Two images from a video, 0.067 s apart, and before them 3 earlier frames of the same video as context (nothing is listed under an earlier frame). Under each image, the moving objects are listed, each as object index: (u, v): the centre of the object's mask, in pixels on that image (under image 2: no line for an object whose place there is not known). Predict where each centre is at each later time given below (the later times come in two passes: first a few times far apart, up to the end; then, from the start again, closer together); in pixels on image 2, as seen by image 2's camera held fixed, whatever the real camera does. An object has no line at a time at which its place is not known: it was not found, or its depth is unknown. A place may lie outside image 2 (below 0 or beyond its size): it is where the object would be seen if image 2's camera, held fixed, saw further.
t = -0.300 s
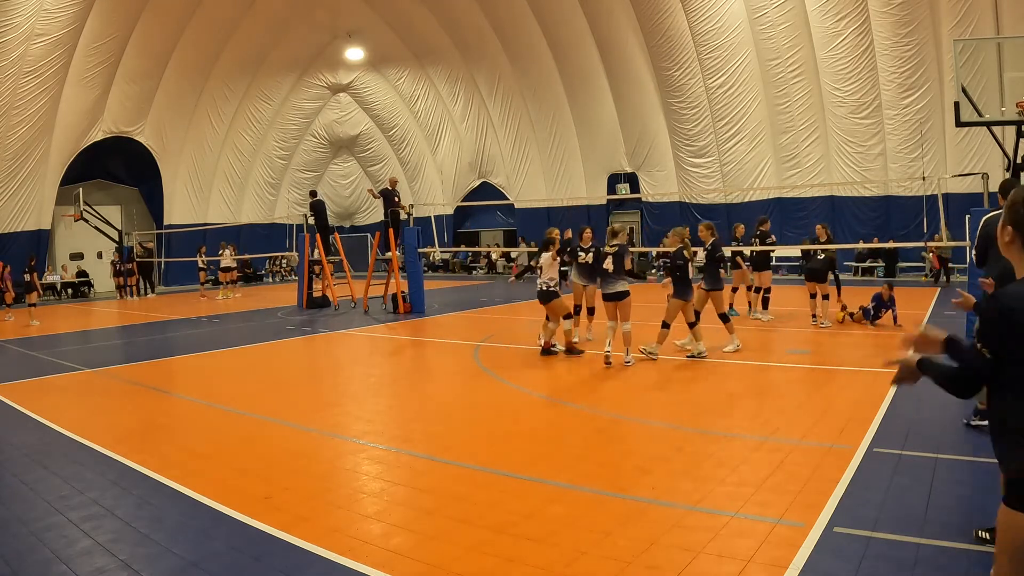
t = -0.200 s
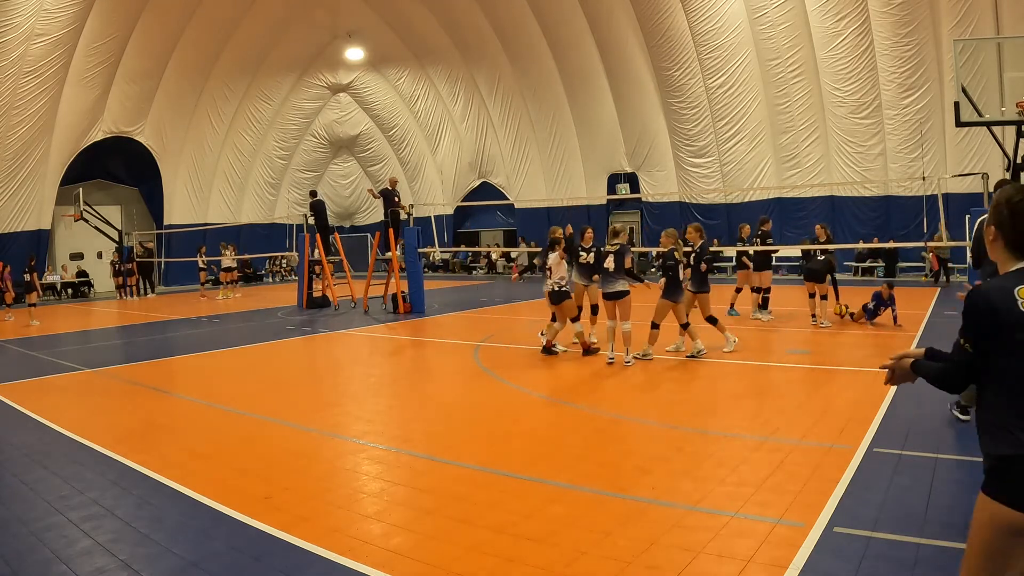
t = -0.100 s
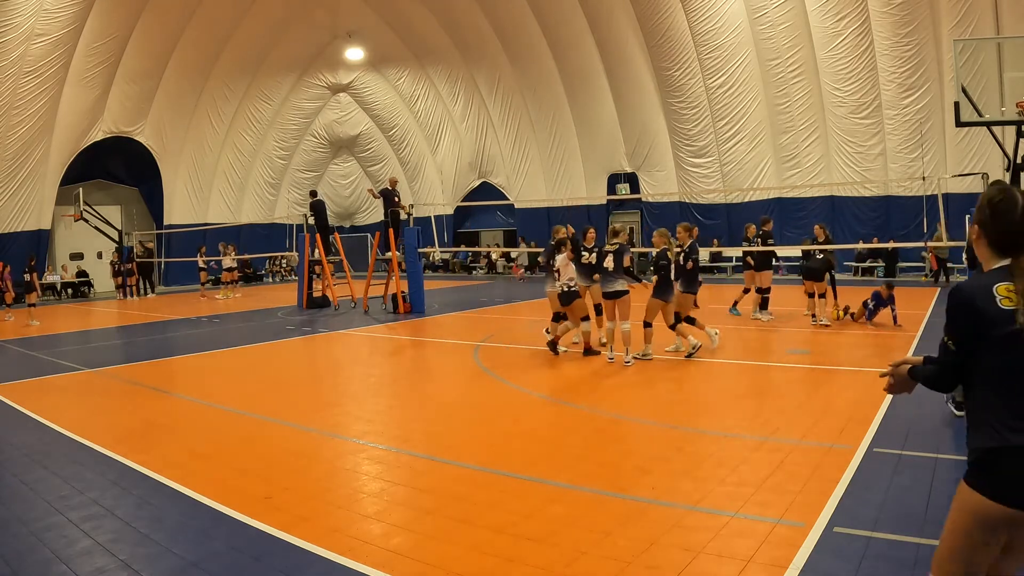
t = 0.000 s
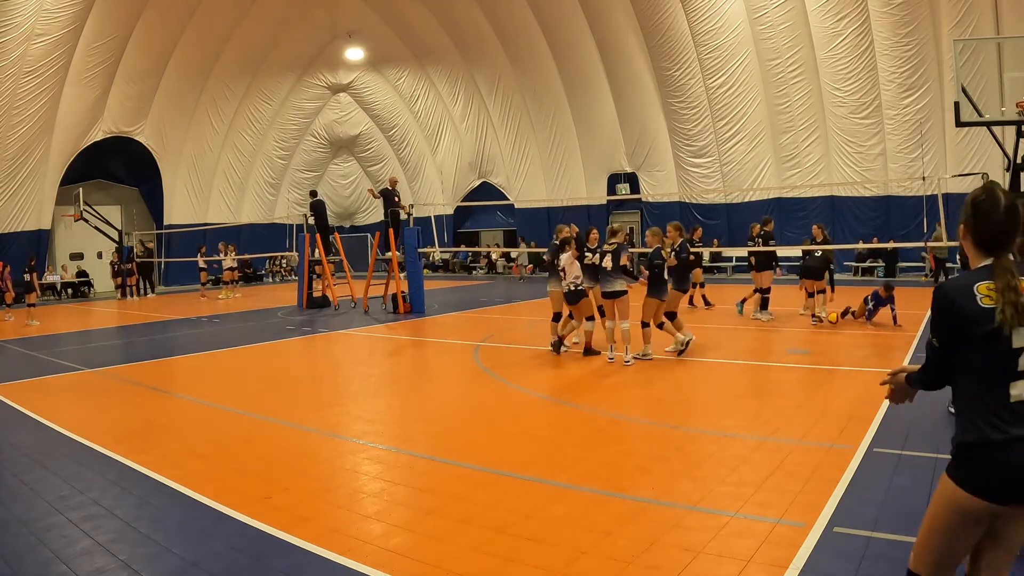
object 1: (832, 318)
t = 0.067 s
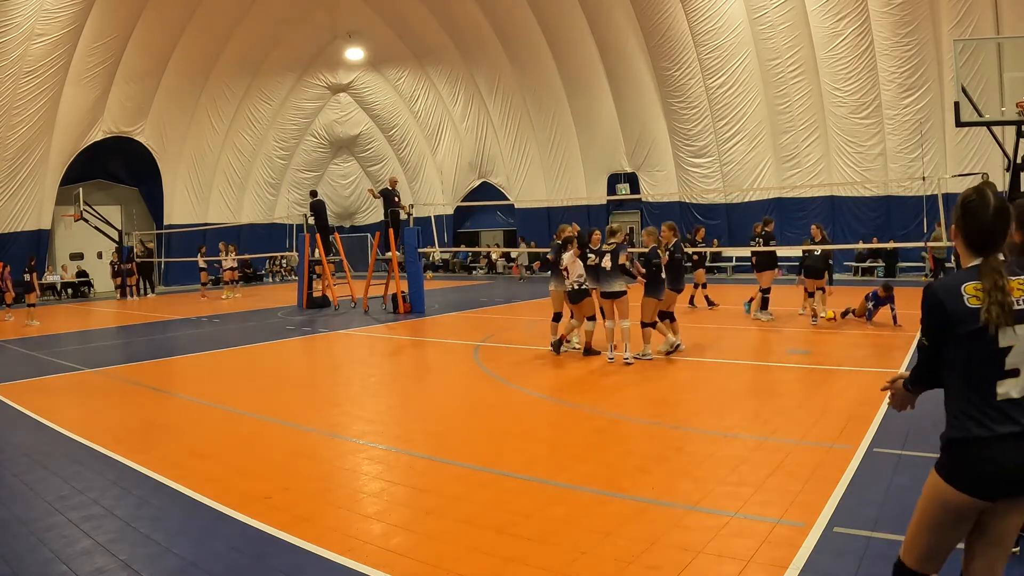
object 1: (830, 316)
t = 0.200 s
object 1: (827, 322)
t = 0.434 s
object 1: (819, 326)
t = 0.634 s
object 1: (810, 331)
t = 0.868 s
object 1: (799, 339)
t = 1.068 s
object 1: (793, 343)
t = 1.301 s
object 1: (784, 350)
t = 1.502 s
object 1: (774, 355)
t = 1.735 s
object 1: (761, 363)
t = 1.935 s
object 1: (750, 369)
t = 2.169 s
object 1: (736, 379)
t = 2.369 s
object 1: (723, 387)
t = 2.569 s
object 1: (709, 395)
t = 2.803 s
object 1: (690, 407)
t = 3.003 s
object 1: (673, 419)
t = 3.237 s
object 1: (650, 433)
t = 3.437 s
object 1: (629, 446)
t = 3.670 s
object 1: (601, 464)
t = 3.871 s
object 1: (574, 481)
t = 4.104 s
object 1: (539, 503)
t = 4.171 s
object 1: (528, 509)
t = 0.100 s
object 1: (830, 317)
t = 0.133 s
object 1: (829, 316)
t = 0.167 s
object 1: (827, 319)
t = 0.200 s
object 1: (827, 322)
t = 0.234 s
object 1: (825, 324)
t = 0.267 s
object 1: (825, 324)
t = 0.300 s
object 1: (824, 322)
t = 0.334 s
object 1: (822, 322)
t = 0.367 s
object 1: (821, 323)
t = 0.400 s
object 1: (821, 323)
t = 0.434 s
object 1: (819, 326)
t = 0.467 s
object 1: (818, 329)
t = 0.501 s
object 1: (817, 328)
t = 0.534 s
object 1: (815, 328)
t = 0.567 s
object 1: (814, 328)
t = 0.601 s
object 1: (812, 328)
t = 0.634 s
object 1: (810, 331)
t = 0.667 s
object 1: (807, 332)
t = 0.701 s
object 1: (806, 335)
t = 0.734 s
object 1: (805, 336)
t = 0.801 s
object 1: (801, 335)
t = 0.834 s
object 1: (800, 338)
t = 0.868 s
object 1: (799, 339)
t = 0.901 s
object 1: (798, 341)
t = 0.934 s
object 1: (796, 341)
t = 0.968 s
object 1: (796, 340)
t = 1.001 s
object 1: (795, 342)
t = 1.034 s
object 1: (794, 343)
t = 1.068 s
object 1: (793, 343)
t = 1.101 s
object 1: (792, 344)
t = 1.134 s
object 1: (791, 345)
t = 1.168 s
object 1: (790, 345)
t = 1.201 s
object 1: (789, 348)
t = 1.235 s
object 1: (787, 347)
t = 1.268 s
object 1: (785, 348)
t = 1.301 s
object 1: (784, 350)
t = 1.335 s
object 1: (782, 351)
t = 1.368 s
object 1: (780, 351)
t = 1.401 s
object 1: (779, 353)
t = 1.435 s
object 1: (777, 354)
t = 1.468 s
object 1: (776, 355)
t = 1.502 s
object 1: (774, 355)
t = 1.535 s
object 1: (772, 356)
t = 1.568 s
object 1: (770, 358)
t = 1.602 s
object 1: (769, 359)
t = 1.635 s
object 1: (767, 360)
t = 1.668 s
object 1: (765, 361)
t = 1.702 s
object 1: (763, 362)
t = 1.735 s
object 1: (761, 363)
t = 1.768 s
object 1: (760, 364)
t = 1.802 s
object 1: (758, 366)
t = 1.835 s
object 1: (756, 366)
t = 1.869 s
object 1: (754, 368)
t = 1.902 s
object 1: (752, 369)
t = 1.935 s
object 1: (750, 369)
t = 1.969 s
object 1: (748, 371)
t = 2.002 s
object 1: (746, 373)
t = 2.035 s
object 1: (744, 374)
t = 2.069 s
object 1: (742, 375)
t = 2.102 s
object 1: (740, 376)
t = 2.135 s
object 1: (738, 377)
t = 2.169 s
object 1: (736, 379)
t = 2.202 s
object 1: (733, 380)
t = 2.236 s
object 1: (731, 381)
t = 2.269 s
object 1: (729, 382)
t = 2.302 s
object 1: (727, 384)
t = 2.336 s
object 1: (725, 386)
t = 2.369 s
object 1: (723, 387)
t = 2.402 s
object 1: (720, 388)
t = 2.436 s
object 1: (718, 390)
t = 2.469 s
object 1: (716, 391)
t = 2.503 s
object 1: (713, 393)
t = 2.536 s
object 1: (711, 394)
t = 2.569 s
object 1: (709, 395)
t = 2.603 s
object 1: (706, 397)
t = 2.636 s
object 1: (703, 399)
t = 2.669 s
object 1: (701, 401)
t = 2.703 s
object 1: (698, 402)
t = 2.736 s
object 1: (695, 404)
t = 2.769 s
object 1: (693, 406)
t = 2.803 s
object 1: (690, 407)
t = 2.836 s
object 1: (687, 410)
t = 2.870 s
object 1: (684, 411)
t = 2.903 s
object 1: (682, 413)
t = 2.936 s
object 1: (679, 414)
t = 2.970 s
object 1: (676, 417)
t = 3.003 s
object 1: (673, 419)
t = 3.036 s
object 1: (670, 421)
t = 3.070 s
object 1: (667, 423)
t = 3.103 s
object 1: (664, 425)
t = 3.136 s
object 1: (661, 426)
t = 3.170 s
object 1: (657, 429)
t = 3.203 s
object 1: (654, 431)
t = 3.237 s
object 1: (650, 433)
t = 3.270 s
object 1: (647, 435)
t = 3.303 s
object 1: (644, 437)
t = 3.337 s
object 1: (640, 439)
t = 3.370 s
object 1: (637, 442)
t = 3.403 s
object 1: (633, 444)
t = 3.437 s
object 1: (629, 446)
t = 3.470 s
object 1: (626, 448)
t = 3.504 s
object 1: (622, 451)
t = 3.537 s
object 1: (618, 454)
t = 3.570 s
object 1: (614, 456)
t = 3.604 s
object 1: (611, 458)
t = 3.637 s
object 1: (606, 460)
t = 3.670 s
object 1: (601, 464)
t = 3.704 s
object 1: (597, 467)
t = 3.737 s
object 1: (593, 469)
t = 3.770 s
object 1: (588, 472)
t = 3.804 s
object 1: (584, 475)
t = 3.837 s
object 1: (580, 477)
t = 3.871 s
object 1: (574, 481)
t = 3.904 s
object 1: (570, 484)
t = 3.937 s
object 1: (564, 487)
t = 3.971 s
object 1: (560, 490)
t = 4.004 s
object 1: (554, 492)
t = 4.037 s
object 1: (549, 496)
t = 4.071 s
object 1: (544, 500)
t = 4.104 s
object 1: (539, 503)
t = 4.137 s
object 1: (533, 506)
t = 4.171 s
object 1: (528, 509)
